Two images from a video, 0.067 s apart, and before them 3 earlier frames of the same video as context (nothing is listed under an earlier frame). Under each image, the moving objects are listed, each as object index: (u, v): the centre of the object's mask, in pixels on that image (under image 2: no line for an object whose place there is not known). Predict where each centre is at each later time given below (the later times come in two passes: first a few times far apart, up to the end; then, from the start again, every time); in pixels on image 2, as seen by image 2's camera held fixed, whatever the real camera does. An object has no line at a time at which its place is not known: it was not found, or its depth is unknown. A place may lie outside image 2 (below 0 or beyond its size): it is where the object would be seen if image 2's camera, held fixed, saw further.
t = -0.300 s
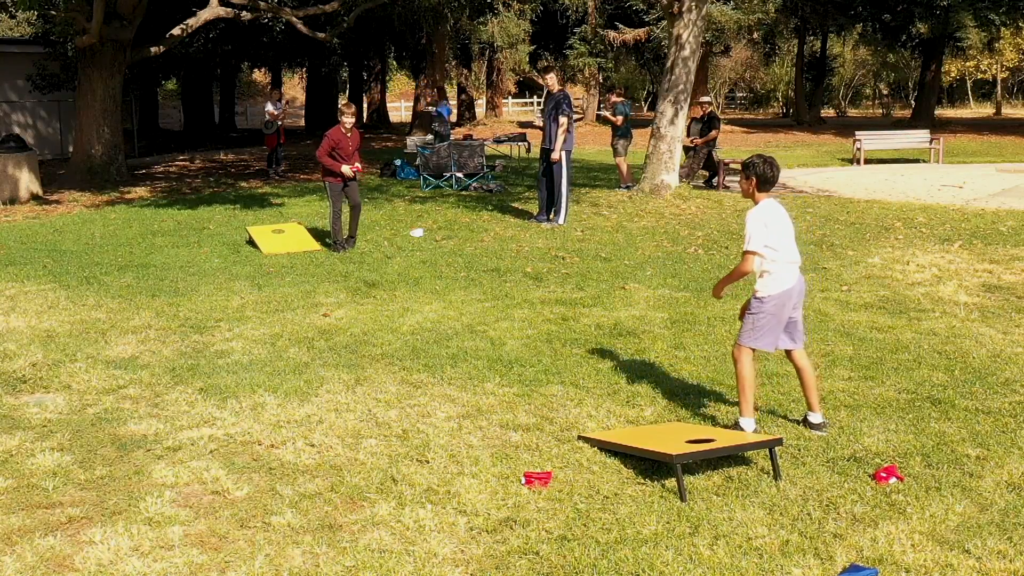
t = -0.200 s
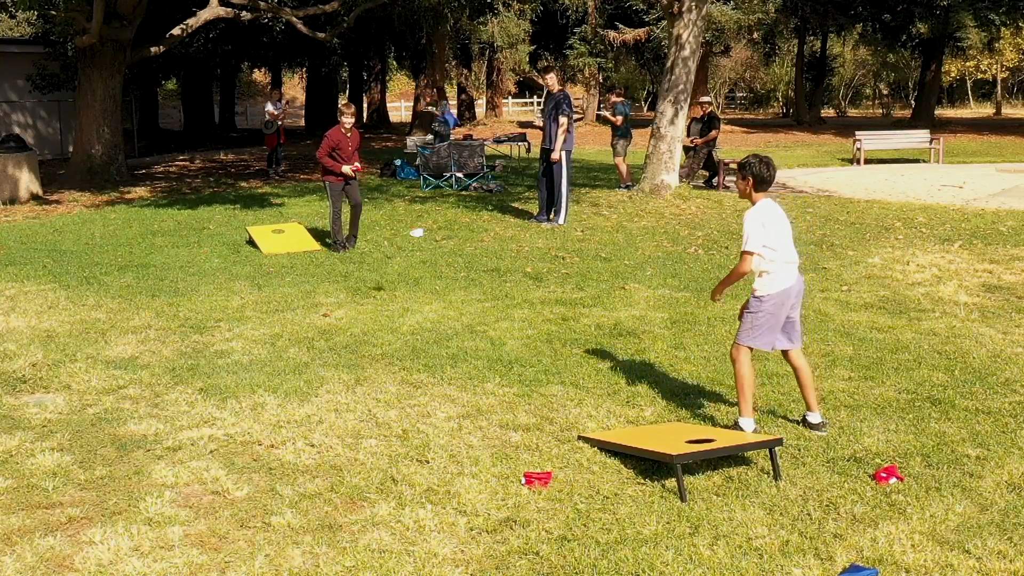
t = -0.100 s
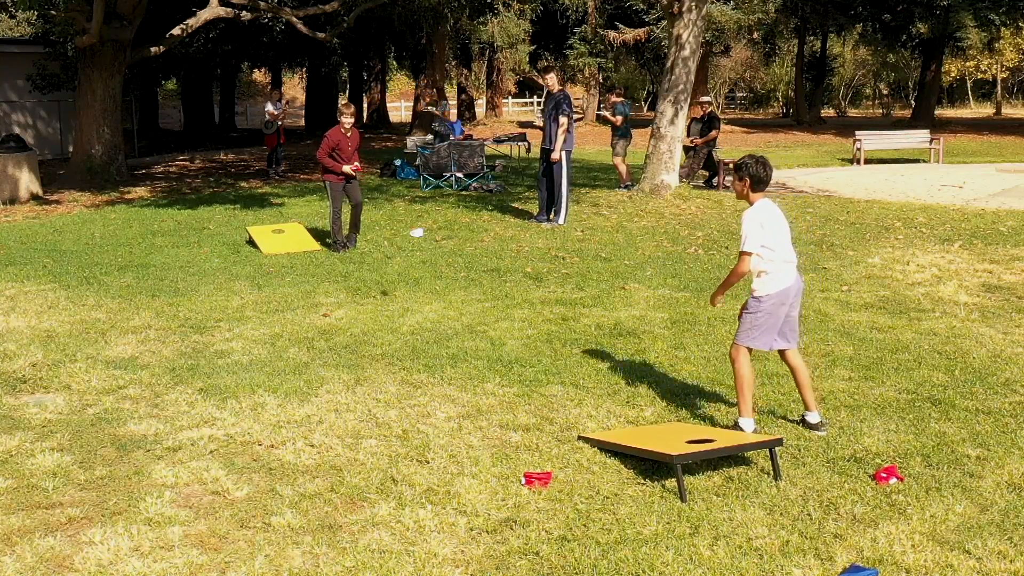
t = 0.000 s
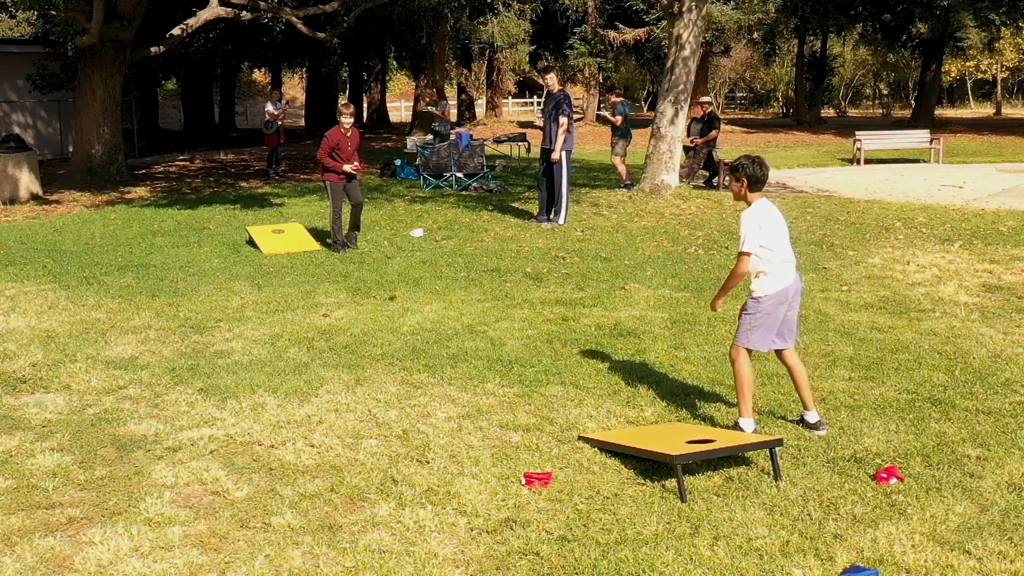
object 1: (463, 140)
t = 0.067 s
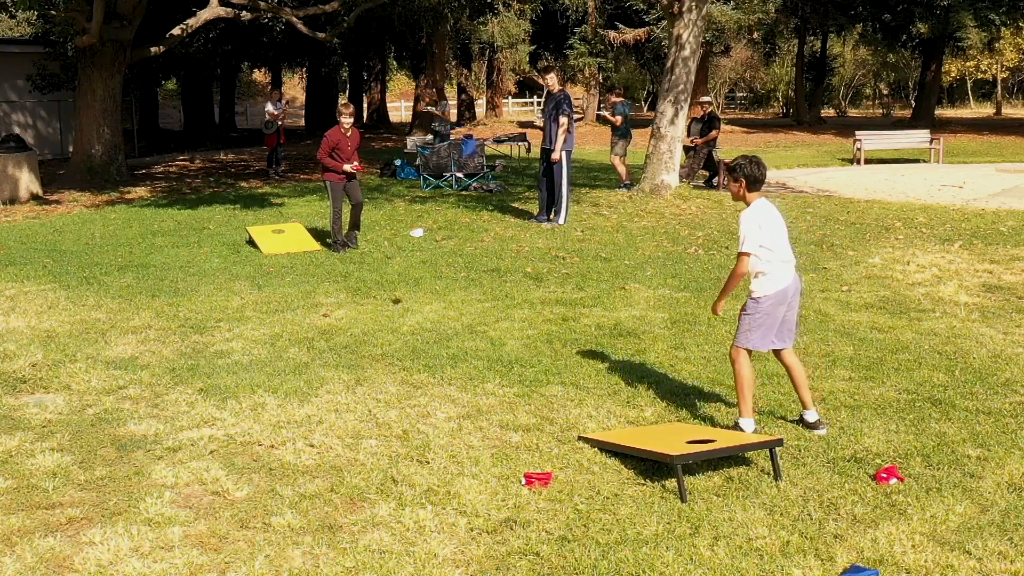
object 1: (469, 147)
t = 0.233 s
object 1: (481, 170)
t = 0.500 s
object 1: (504, 211)
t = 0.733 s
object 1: (524, 258)
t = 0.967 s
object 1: (546, 314)
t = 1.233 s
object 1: (573, 389)
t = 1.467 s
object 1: (585, 414)
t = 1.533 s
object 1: (588, 412)
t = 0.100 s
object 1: (471, 151)
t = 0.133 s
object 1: (474, 154)
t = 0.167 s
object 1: (476, 160)
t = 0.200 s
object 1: (479, 163)
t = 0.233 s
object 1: (481, 170)
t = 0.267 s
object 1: (484, 172)
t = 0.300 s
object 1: (487, 178)
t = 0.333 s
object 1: (490, 183)
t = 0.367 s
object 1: (493, 188)
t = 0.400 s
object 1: (496, 194)
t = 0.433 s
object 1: (498, 199)
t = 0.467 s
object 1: (501, 205)
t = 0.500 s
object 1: (504, 211)
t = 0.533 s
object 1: (506, 217)
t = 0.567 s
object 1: (509, 223)
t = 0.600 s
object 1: (513, 230)
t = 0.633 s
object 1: (515, 237)
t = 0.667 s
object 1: (518, 243)
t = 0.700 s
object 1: (521, 251)
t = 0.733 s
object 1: (524, 258)
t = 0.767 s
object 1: (527, 266)
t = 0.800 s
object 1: (531, 273)
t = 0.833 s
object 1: (533, 281)
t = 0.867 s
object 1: (537, 288)
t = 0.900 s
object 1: (539, 297)
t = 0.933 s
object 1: (543, 305)
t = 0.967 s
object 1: (546, 314)
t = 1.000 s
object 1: (549, 323)
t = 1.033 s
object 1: (553, 332)
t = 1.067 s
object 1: (556, 340)
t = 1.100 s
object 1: (559, 350)
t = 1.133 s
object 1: (562, 359)
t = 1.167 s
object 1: (566, 369)
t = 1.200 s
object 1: (569, 379)
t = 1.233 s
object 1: (573, 389)
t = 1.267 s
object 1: (576, 400)
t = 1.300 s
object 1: (581, 409)
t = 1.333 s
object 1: (583, 415)
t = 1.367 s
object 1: (583, 416)
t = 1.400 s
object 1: (583, 415)
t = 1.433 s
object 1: (584, 414)
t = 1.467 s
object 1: (585, 414)
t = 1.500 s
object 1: (587, 413)
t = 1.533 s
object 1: (588, 412)
